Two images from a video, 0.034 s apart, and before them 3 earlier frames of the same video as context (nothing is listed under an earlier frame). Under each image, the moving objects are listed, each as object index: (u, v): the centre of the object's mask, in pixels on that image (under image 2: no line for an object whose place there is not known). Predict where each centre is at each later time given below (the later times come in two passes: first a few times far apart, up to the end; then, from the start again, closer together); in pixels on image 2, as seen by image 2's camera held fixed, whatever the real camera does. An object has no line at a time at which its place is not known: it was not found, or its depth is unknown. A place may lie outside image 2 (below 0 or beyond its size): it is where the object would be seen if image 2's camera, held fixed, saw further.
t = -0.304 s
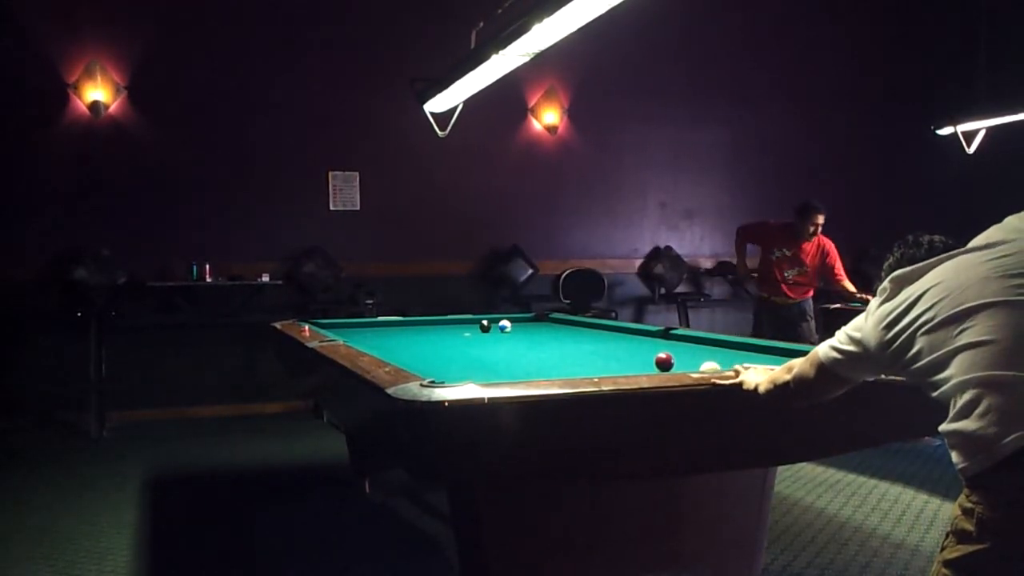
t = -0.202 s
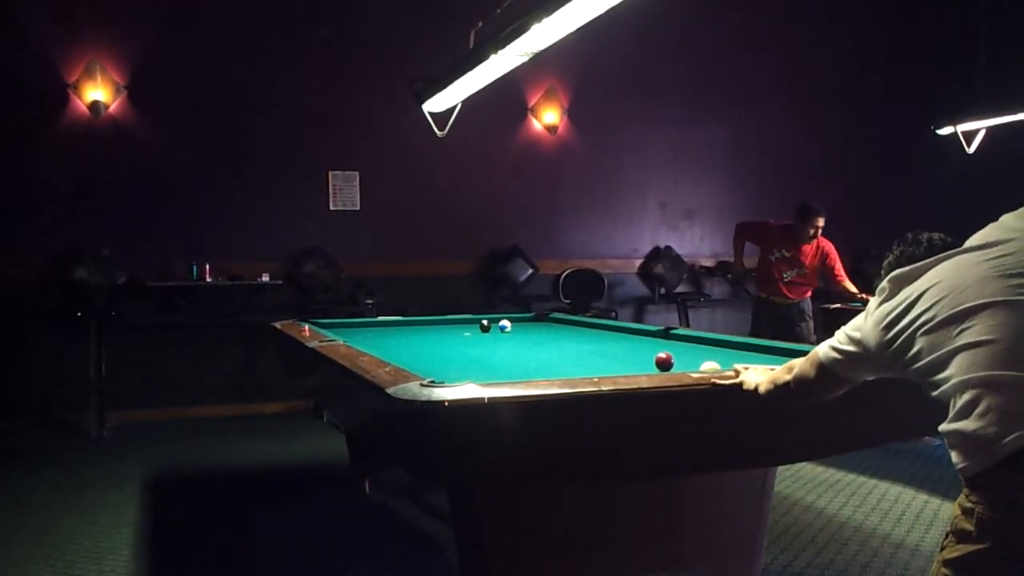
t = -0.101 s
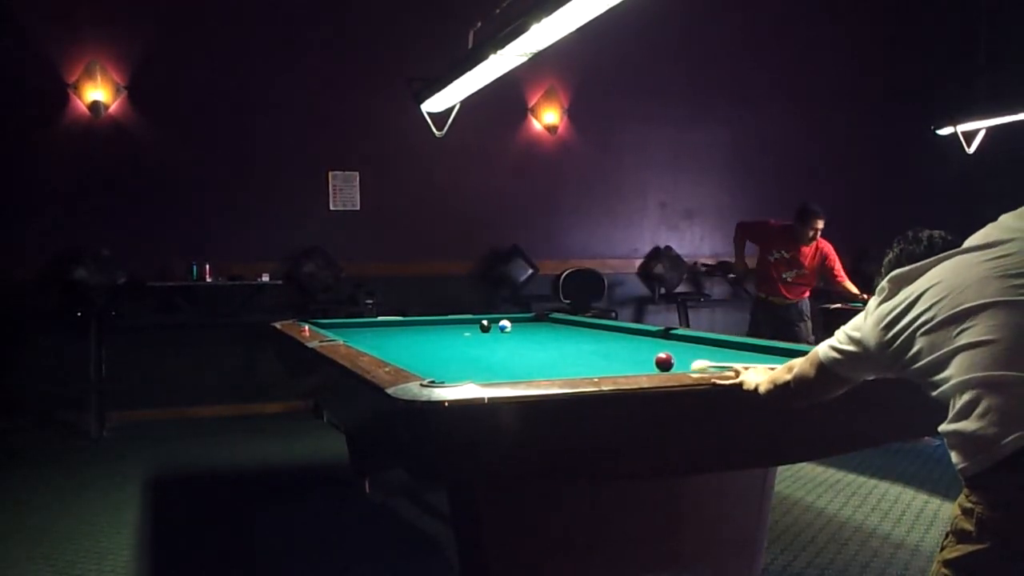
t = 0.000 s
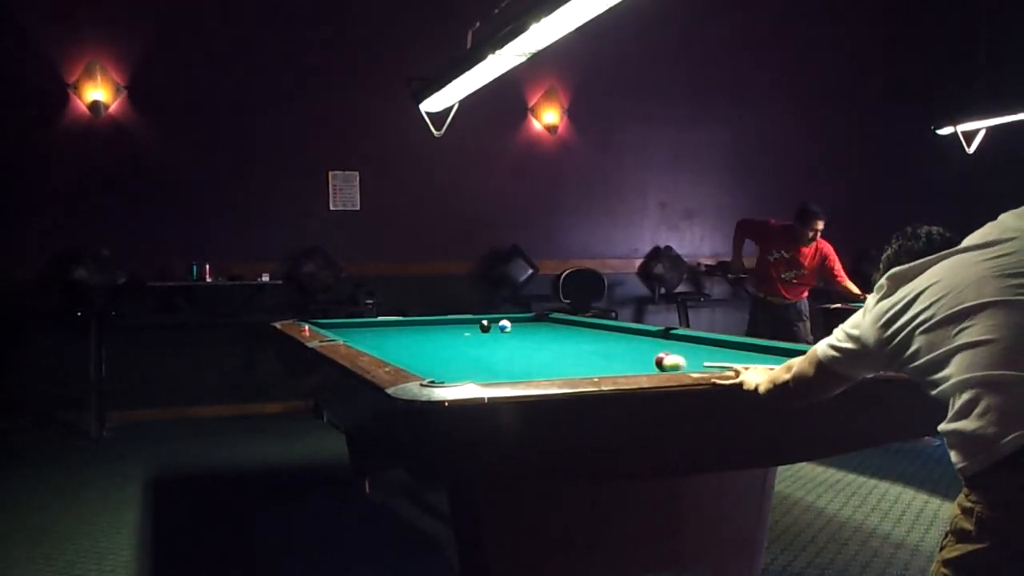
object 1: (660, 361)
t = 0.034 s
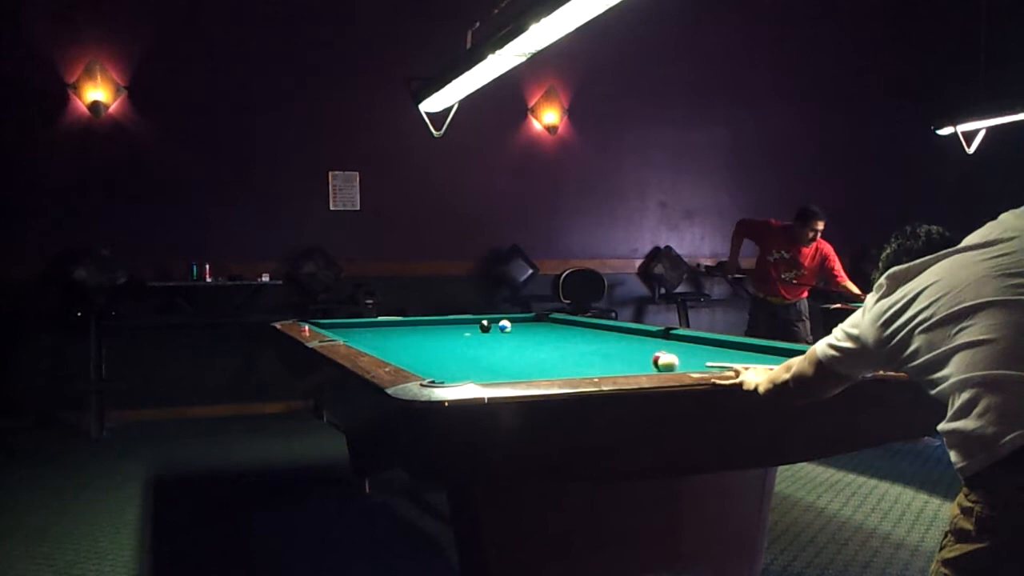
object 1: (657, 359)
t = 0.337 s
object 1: (631, 347)
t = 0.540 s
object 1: (619, 346)
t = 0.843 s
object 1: (601, 341)
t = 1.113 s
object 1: (588, 336)
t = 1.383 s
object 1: (576, 332)
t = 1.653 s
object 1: (567, 328)
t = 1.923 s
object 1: (558, 326)
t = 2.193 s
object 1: (550, 322)
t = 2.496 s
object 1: (542, 320)
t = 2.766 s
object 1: (536, 319)
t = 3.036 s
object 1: (530, 317)
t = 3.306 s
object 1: (533, 315)
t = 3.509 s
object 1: (541, 316)
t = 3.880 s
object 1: (555, 317)
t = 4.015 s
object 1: (556, 317)
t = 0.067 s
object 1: (652, 356)
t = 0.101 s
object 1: (649, 356)
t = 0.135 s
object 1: (646, 354)
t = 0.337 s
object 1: (631, 347)
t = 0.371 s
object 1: (630, 347)
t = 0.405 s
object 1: (627, 348)
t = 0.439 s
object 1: (625, 347)
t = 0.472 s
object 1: (623, 346)
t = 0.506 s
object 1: (621, 346)
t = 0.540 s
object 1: (619, 346)
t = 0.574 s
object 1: (617, 346)
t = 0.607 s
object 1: (615, 345)
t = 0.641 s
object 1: (612, 345)
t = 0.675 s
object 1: (611, 344)
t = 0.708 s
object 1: (609, 343)
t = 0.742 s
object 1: (607, 342)
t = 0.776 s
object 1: (605, 342)
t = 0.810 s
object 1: (603, 341)
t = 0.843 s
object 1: (601, 341)
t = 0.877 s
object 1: (600, 340)
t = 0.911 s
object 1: (598, 340)
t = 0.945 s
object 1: (596, 339)
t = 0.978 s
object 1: (595, 338)
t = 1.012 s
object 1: (593, 339)
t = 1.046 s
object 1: (592, 337)
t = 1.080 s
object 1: (590, 336)
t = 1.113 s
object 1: (588, 336)
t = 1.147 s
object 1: (586, 336)
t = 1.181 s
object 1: (585, 335)
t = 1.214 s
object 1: (583, 334)
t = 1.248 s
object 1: (582, 334)
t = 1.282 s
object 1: (581, 333)
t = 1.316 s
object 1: (580, 333)
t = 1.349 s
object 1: (578, 334)
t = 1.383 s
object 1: (576, 332)
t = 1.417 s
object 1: (575, 331)
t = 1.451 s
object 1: (573, 330)
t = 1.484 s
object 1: (572, 330)
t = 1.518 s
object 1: (571, 331)
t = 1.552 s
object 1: (570, 329)
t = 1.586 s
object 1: (569, 329)
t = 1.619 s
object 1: (568, 329)
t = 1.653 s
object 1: (567, 328)
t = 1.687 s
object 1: (565, 328)
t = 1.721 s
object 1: (564, 328)
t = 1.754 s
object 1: (563, 327)
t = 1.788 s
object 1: (562, 326)
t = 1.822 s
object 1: (561, 327)
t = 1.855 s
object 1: (560, 326)
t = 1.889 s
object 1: (559, 326)
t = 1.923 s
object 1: (558, 326)
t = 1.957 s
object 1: (557, 325)
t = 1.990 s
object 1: (556, 324)
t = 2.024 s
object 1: (555, 325)
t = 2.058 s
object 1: (554, 325)
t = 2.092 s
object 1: (553, 324)
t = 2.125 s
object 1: (552, 324)
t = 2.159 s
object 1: (551, 323)
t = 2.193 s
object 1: (550, 322)
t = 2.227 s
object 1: (549, 323)
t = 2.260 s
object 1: (548, 323)
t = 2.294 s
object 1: (547, 322)
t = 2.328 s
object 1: (546, 322)
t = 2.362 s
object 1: (545, 322)
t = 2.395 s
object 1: (544, 321)
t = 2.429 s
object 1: (543, 322)
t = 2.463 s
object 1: (543, 321)
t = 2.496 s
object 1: (542, 320)
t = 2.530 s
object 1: (541, 320)
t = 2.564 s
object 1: (541, 320)
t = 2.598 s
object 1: (540, 320)
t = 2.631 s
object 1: (539, 320)
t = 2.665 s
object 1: (538, 319)
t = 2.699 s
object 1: (537, 319)
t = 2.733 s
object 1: (537, 319)
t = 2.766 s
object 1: (536, 319)
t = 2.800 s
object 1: (535, 319)
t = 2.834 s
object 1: (534, 318)
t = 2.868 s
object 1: (533, 318)
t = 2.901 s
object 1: (533, 317)
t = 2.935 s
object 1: (532, 317)
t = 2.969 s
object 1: (532, 317)
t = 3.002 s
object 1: (531, 317)
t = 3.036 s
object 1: (530, 317)
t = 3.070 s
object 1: (530, 316)
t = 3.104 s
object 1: (529, 316)
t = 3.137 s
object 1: (528, 316)
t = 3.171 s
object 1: (528, 316)
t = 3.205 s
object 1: (529, 316)
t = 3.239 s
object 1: (531, 316)
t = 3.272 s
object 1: (532, 315)
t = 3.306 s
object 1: (533, 315)
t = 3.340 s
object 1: (536, 316)
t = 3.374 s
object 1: (535, 316)
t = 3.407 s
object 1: (537, 316)
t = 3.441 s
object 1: (538, 316)
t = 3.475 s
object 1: (540, 316)
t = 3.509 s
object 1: (541, 316)
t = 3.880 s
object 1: (555, 317)
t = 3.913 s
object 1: (555, 317)
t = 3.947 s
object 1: (554, 317)
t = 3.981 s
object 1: (555, 317)
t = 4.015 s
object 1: (556, 317)
